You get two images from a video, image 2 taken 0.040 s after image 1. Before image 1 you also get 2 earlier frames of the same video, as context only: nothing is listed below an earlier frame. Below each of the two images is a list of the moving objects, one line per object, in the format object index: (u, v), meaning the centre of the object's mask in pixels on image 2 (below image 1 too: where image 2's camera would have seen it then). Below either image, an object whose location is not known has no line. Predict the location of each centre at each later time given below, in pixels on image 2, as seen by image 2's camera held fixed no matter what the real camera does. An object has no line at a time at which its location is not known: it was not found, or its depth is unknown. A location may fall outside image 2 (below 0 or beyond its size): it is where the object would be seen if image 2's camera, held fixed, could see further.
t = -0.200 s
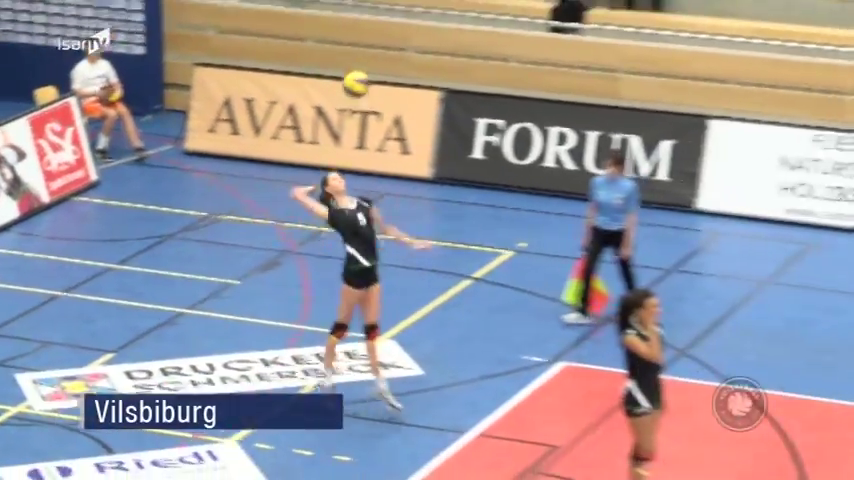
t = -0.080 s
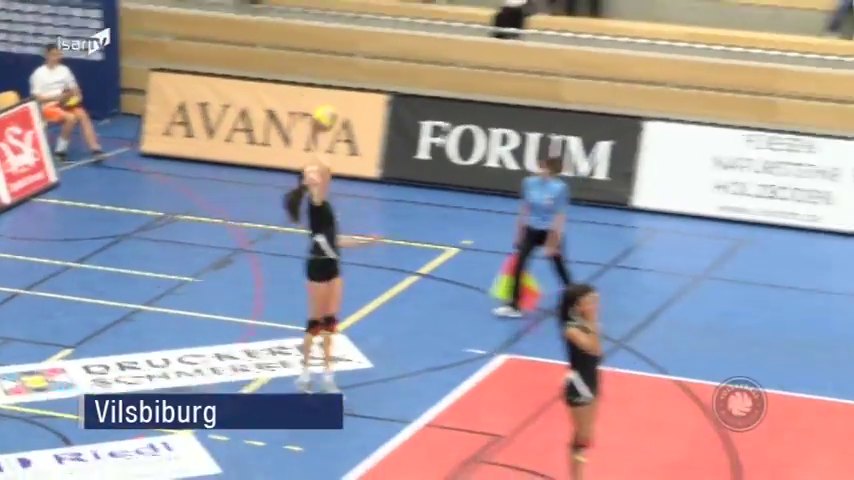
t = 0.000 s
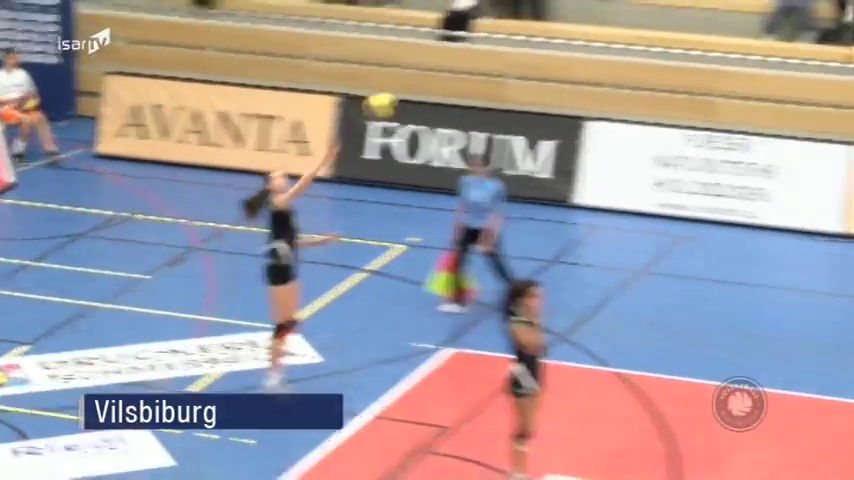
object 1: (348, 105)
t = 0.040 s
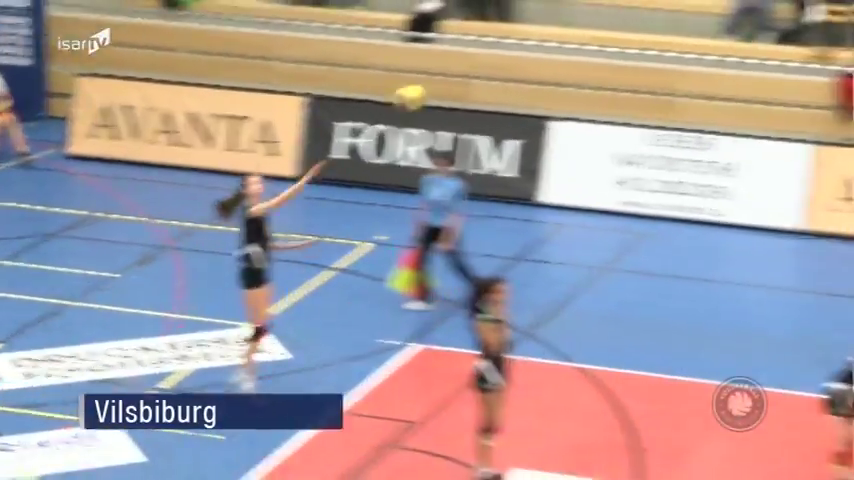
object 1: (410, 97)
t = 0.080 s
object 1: (471, 90)
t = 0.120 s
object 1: (536, 84)
